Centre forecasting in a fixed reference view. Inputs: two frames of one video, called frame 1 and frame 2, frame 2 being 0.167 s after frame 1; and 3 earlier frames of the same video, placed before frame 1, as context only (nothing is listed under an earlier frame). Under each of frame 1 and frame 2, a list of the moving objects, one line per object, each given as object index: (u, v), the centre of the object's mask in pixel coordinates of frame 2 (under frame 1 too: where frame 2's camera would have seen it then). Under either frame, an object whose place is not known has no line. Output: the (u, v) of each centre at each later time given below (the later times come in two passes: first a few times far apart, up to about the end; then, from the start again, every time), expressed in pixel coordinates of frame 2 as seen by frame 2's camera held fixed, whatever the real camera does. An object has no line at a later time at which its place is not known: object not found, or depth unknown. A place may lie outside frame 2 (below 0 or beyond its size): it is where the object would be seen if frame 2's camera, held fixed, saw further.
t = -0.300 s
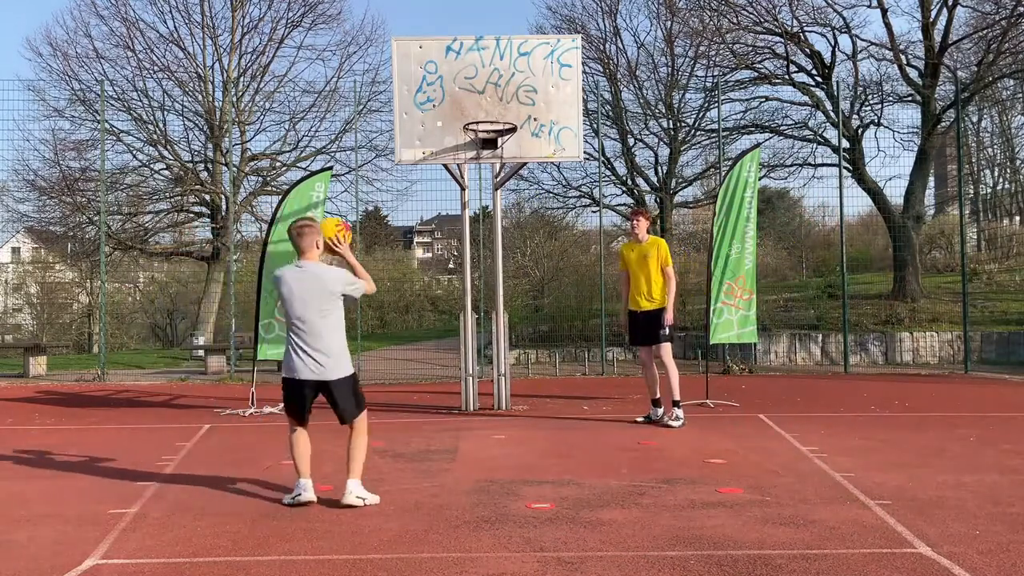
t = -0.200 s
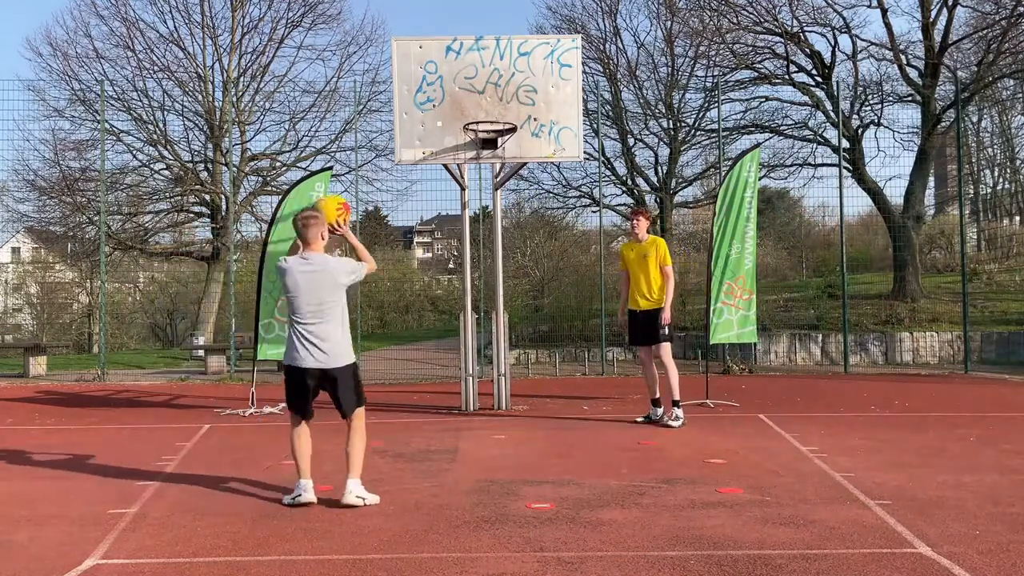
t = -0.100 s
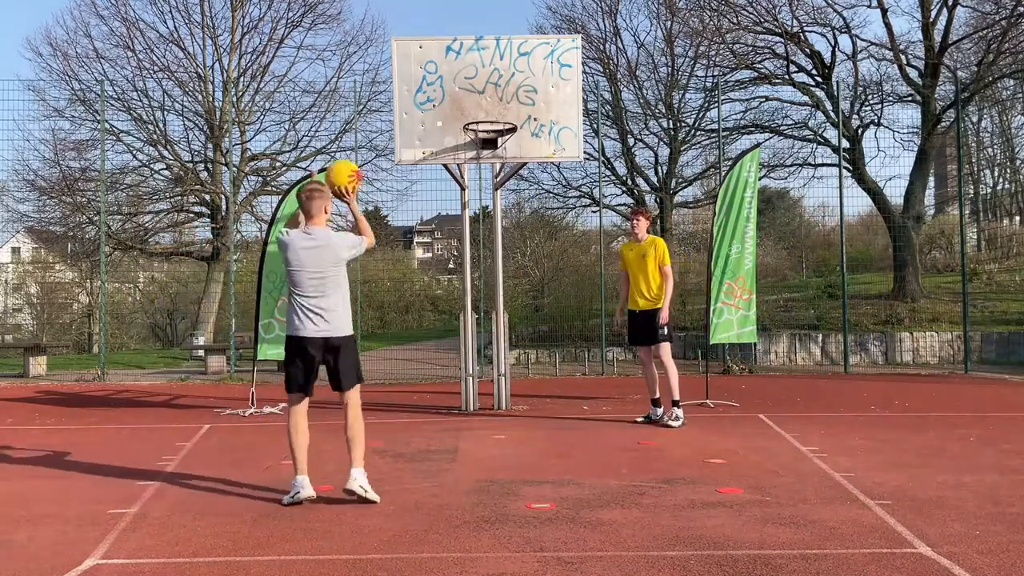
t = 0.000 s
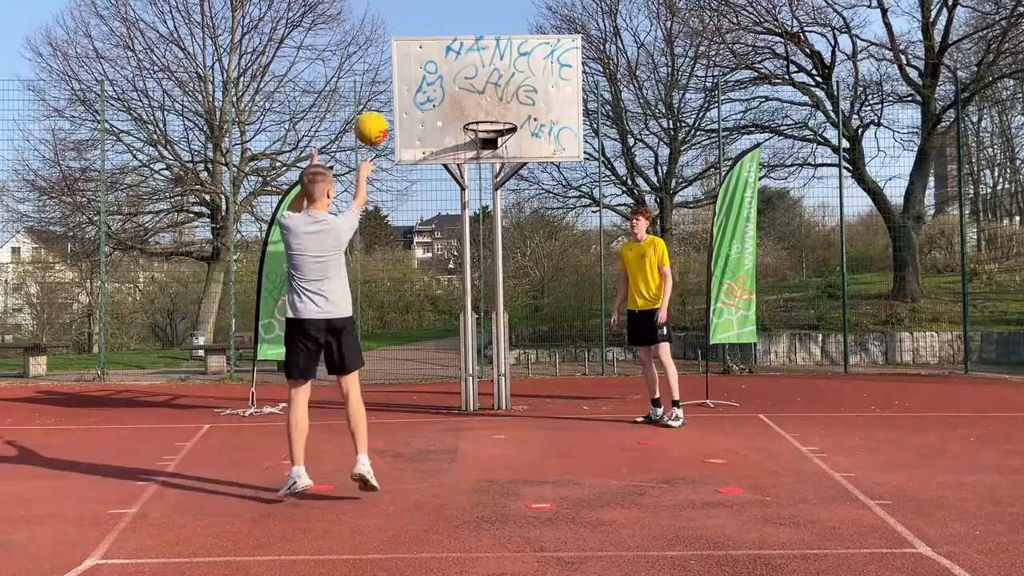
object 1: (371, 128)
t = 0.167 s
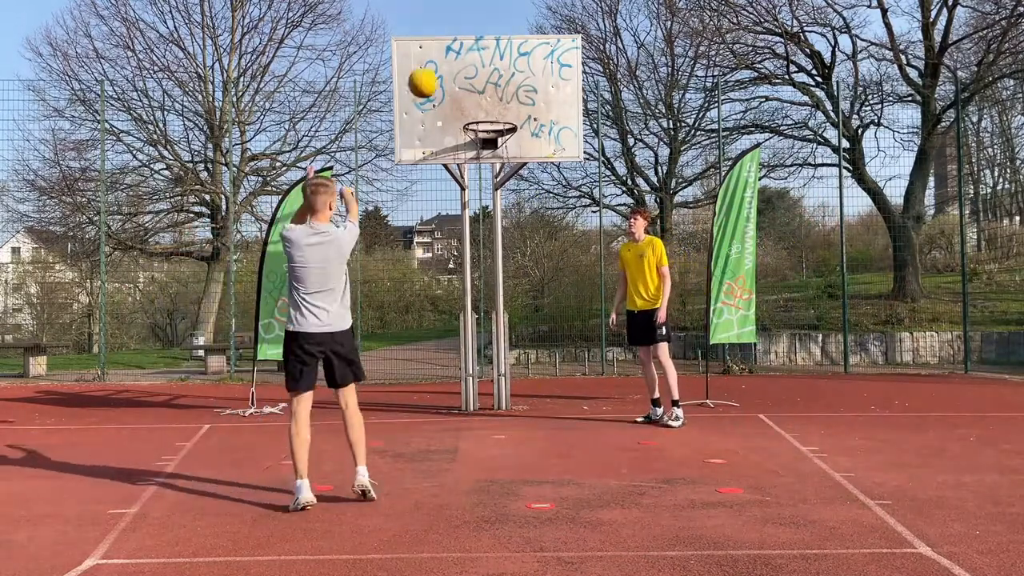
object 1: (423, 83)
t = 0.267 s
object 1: (447, 78)
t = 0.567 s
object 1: (503, 113)
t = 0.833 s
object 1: (499, 86)
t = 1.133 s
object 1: (486, 114)
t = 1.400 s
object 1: (503, 167)
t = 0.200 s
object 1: (431, 79)
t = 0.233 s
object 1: (439, 78)
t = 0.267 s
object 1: (447, 78)
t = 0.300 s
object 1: (455, 79)
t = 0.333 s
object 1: (462, 81)
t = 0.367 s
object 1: (469, 85)
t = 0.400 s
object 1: (475, 89)
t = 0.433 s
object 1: (482, 95)
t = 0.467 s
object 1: (488, 102)
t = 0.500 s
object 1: (495, 110)
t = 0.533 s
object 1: (499, 111)
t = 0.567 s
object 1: (503, 113)
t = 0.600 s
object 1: (507, 114)
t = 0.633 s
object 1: (506, 110)
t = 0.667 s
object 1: (504, 105)
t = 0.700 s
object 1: (503, 100)
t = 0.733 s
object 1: (504, 96)
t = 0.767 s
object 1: (502, 93)
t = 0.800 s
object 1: (500, 89)
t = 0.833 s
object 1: (499, 86)
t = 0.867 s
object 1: (497, 85)
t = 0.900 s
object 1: (496, 85)
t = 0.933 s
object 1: (495, 85)
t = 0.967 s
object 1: (493, 87)
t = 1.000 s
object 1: (492, 89)
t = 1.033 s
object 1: (490, 94)
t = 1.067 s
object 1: (489, 99)
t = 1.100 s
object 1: (487, 106)
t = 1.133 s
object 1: (486, 114)
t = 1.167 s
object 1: (486, 117)
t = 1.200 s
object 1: (490, 128)
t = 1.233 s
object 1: (493, 135)
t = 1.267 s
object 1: (496, 144)
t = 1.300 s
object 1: (498, 151)
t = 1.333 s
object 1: (500, 156)
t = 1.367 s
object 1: (502, 161)
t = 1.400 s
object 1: (503, 167)
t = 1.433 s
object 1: (504, 174)
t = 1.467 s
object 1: (505, 181)
